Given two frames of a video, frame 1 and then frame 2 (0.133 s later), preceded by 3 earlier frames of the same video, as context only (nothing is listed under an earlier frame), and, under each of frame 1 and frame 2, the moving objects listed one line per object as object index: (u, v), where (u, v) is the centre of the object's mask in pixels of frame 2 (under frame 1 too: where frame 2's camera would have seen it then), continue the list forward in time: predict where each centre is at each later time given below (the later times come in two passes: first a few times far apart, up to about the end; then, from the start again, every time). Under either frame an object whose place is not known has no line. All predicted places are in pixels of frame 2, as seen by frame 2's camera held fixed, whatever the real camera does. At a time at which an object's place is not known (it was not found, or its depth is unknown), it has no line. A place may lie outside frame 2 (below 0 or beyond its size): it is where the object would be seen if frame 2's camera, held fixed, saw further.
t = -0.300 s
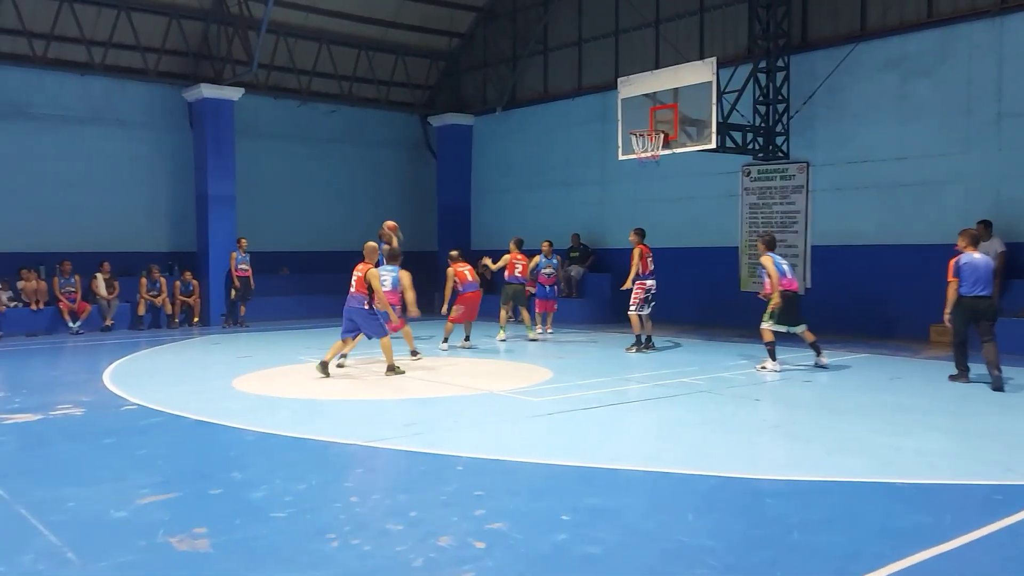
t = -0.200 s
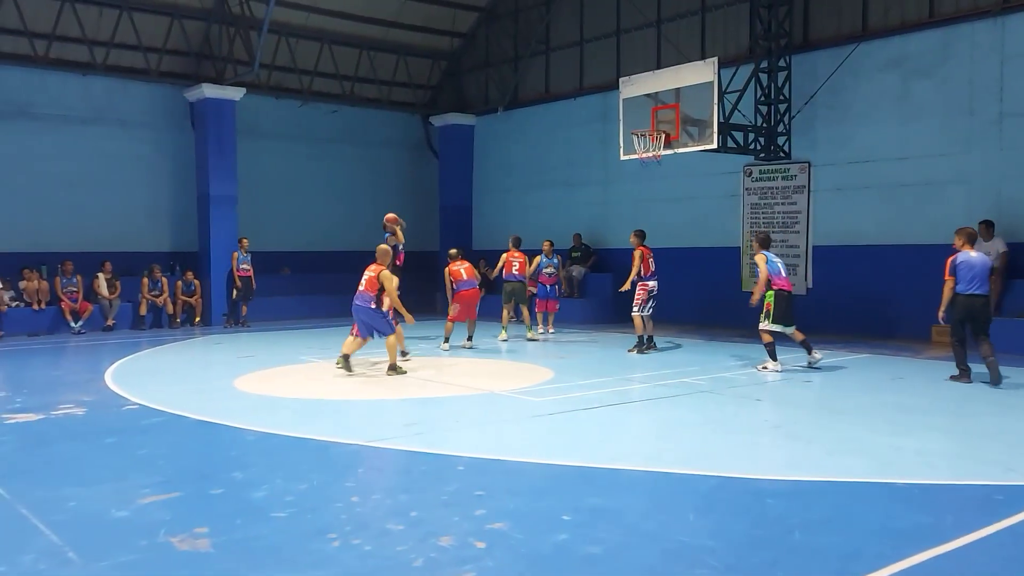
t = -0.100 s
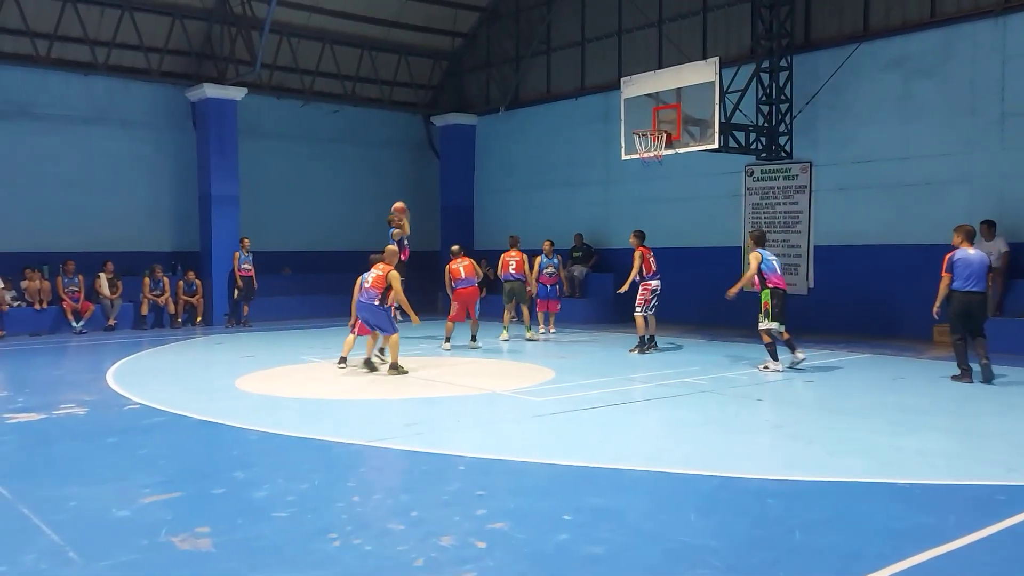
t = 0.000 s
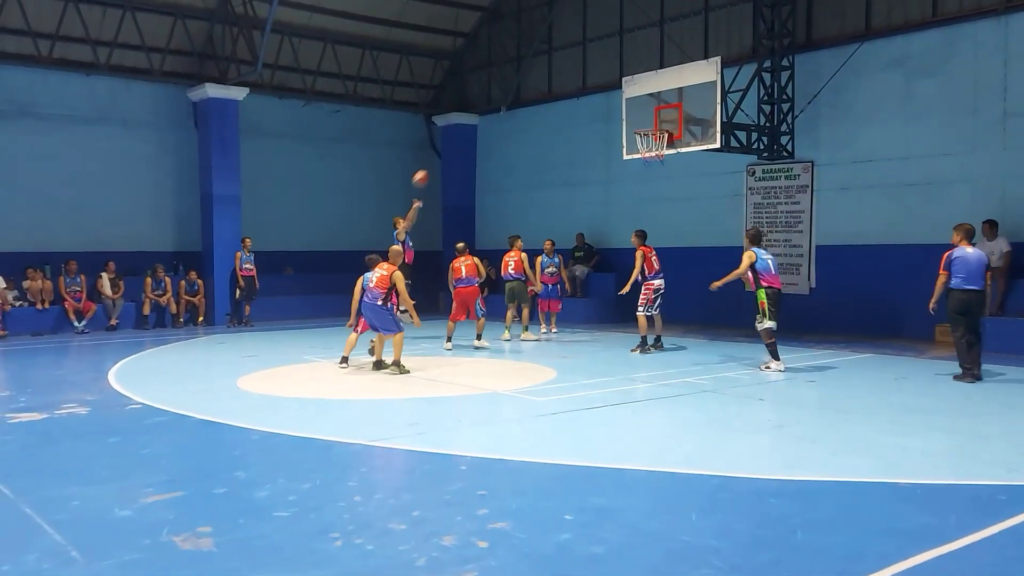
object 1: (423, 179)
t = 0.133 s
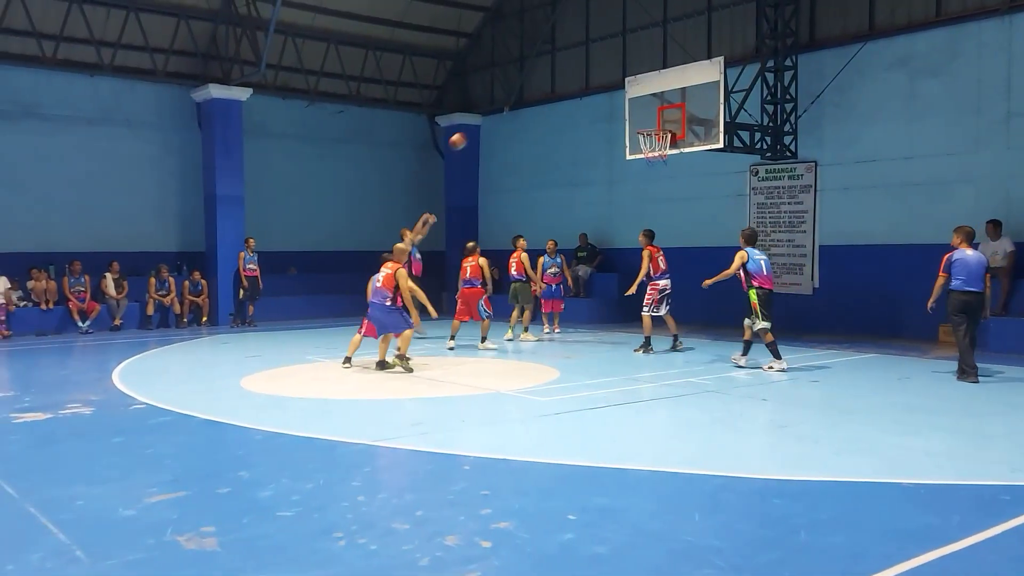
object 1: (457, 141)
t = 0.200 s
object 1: (475, 125)
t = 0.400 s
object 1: (530, 96)
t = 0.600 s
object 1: (587, 88)
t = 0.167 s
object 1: (466, 133)
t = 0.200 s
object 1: (475, 125)
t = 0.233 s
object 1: (484, 118)
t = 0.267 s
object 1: (493, 112)
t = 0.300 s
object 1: (502, 107)
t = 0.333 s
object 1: (511, 103)
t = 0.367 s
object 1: (521, 99)
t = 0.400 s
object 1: (530, 96)
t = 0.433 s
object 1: (540, 92)
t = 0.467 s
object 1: (549, 90)
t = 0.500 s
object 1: (558, 89)
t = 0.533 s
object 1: (568, 88)
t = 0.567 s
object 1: (577, 88)
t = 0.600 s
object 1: (587, 88)
